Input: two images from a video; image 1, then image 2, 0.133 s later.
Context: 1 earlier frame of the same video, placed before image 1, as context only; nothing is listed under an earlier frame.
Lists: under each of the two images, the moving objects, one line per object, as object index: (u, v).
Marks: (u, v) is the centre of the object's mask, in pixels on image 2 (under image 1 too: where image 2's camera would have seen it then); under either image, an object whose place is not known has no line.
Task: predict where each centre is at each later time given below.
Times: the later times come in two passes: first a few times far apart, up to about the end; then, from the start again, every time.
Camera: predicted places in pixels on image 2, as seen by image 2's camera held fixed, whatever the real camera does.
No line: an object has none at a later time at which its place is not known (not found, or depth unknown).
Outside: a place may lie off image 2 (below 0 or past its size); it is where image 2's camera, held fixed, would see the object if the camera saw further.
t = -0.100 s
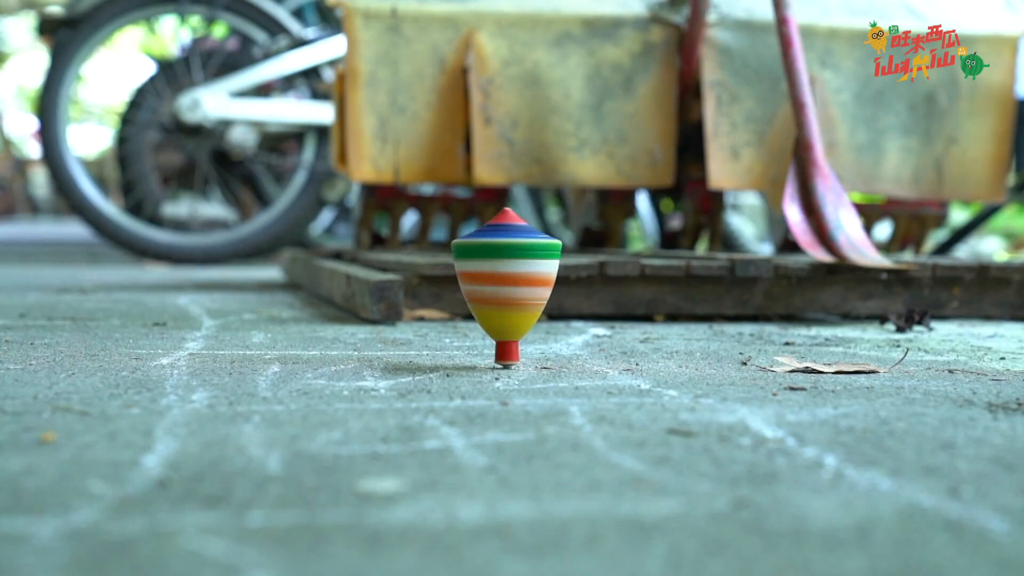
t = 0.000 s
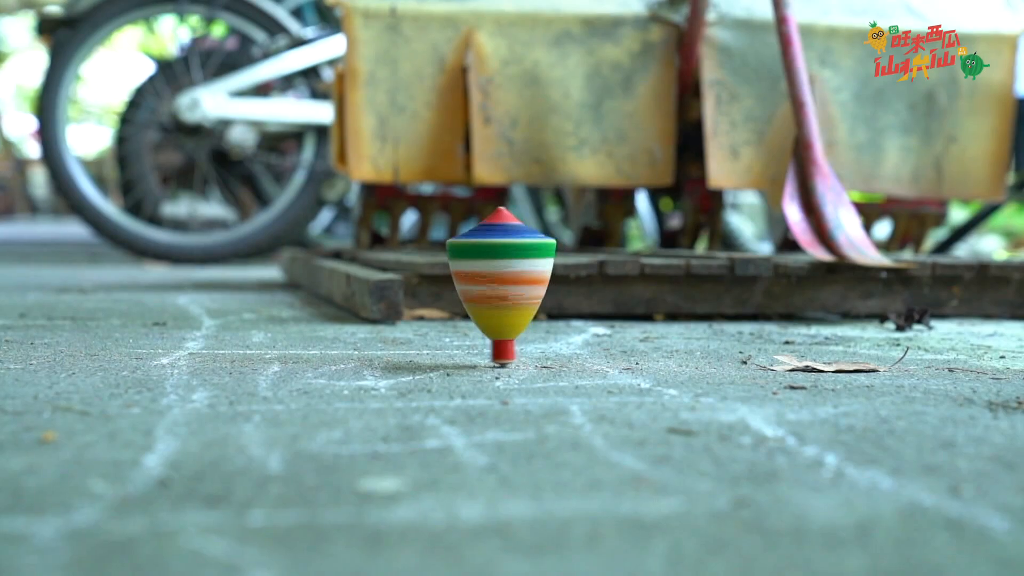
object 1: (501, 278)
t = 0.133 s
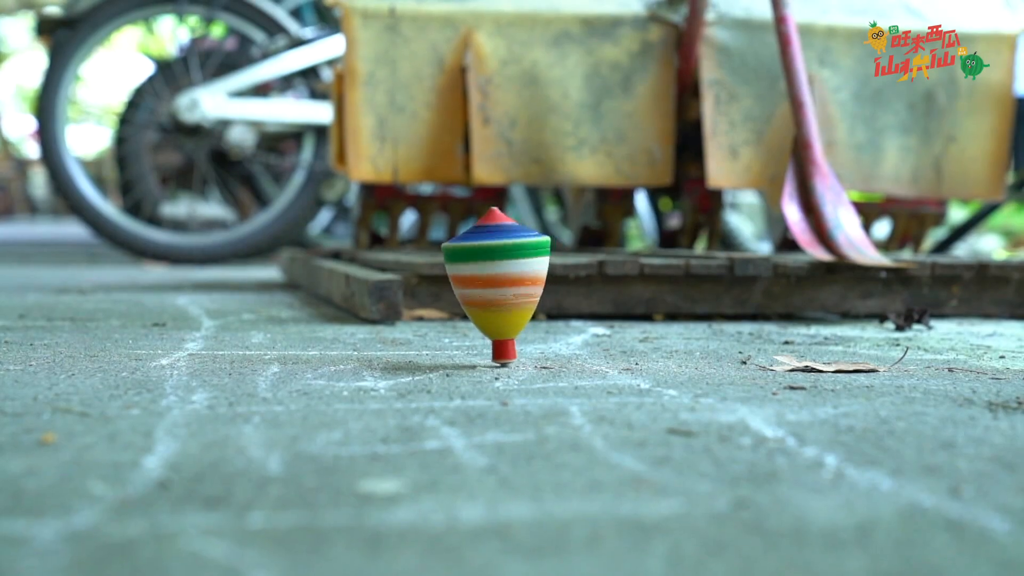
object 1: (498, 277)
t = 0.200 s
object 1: (499, 277)
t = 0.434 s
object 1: (489, 278)
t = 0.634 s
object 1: (500, 278)
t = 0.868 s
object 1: (523, 279)
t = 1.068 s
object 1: (539, 278)
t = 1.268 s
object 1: (553, 279)
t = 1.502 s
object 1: (562, 279)
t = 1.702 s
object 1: (550, 280)
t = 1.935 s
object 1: (551, 281)
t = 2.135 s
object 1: (557, 280)
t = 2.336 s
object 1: (573, 281)
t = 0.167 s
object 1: (499, 277)
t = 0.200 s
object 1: (499, 277)
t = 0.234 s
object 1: (499, 277)
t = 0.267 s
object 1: (496, 278)
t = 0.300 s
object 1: (493, 278)
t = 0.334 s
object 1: (490, 278)
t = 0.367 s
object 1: (488, 278)
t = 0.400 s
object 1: (487, 278)
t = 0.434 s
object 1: (489, 278)
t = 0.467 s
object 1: (490, 278)
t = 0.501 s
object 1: (489, 278)
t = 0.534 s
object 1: (492, 277)
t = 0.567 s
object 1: (495, 278)
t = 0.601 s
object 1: (497, 278)
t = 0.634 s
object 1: (500, 278)
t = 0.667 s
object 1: (500, 278)
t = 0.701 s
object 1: (501, 279)
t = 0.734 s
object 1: (507, 278)
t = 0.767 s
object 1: (513, 279)
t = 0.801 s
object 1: (517, 279)
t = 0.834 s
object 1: (519, 279)
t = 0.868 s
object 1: (523, 279)
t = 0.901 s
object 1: (527, 278)
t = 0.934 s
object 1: (531, 279)
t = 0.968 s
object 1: (531, 279)
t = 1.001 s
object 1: (533, 278)
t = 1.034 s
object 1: (535, 278)
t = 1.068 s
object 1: (539, 278)
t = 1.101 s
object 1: (542, 278)
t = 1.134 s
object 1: (543, 278)
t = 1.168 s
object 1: (544, 278)
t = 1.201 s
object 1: (546, 278)
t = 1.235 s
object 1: (551, 278)
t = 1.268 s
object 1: (553, 279)
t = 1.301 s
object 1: (554, 279)
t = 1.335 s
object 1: (556, 278)
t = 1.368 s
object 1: (560, 279)
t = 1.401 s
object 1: (562, 280)
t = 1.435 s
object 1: (560, 279)
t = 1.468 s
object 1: (560, 279)
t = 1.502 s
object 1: (562, 279)
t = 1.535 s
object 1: (562, 279)
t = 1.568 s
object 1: (561, 279)
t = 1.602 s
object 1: (559, 279)
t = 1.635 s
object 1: (554, 279)
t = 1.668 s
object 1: (550, 280)
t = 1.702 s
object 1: (550, 280)
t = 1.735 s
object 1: (548, 281)
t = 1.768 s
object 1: (547, 281)
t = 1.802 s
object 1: (551, 281)
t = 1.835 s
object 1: (557, 283)
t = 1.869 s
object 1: (559, 284)
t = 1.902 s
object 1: (557, 283)
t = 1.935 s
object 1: (551, 281)
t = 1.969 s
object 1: (547, 280)
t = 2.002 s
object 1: (547, 280)
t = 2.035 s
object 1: (551, 279)
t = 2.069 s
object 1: (556, 280)
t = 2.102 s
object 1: (557, 280)
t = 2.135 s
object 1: (557, 280)
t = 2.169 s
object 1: (561, 280)
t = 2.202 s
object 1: (566, 280)
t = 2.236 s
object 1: (570, 281)
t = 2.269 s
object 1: (570, 281)
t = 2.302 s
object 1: (571, 281)
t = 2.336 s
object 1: (573, 281)
